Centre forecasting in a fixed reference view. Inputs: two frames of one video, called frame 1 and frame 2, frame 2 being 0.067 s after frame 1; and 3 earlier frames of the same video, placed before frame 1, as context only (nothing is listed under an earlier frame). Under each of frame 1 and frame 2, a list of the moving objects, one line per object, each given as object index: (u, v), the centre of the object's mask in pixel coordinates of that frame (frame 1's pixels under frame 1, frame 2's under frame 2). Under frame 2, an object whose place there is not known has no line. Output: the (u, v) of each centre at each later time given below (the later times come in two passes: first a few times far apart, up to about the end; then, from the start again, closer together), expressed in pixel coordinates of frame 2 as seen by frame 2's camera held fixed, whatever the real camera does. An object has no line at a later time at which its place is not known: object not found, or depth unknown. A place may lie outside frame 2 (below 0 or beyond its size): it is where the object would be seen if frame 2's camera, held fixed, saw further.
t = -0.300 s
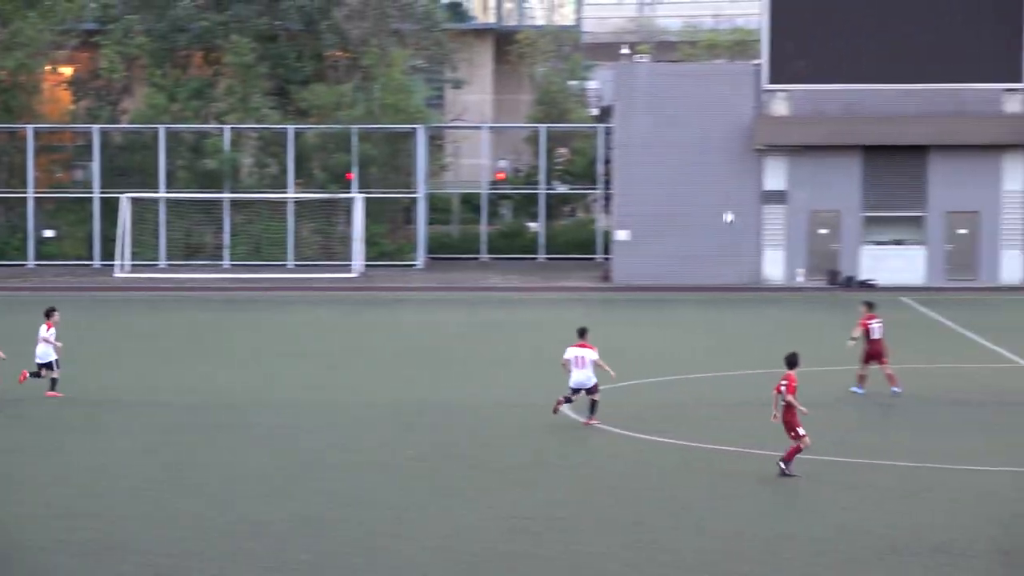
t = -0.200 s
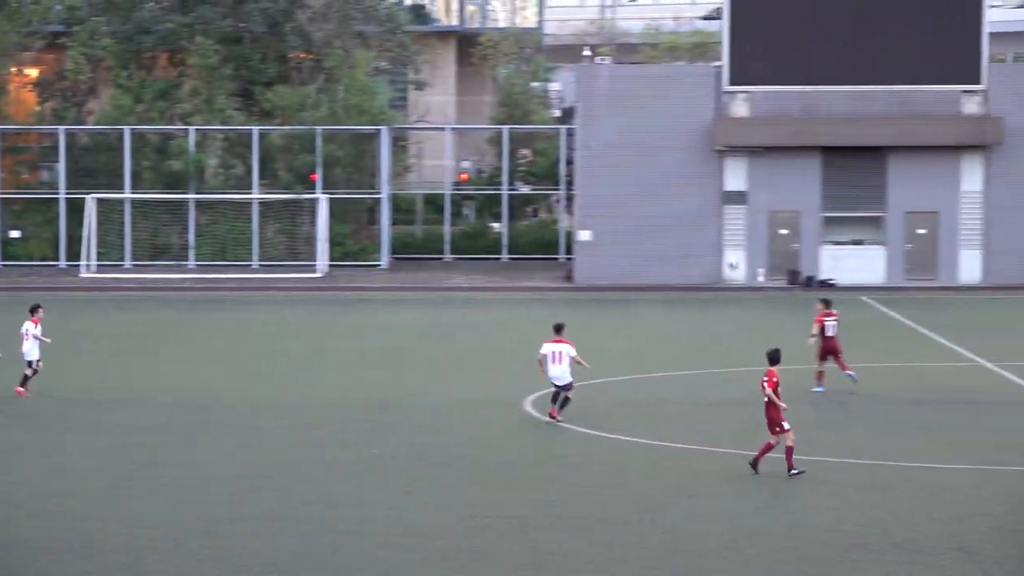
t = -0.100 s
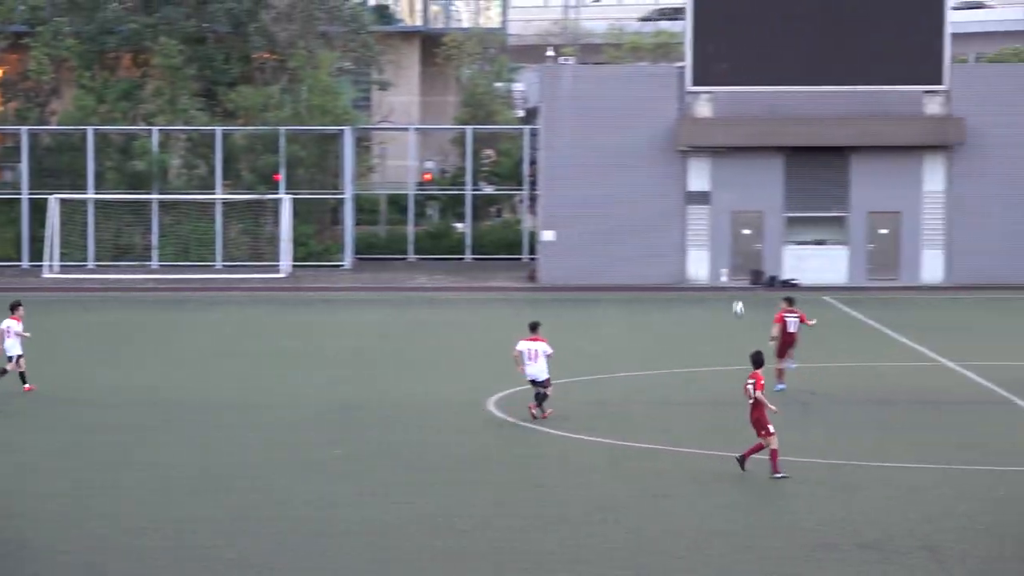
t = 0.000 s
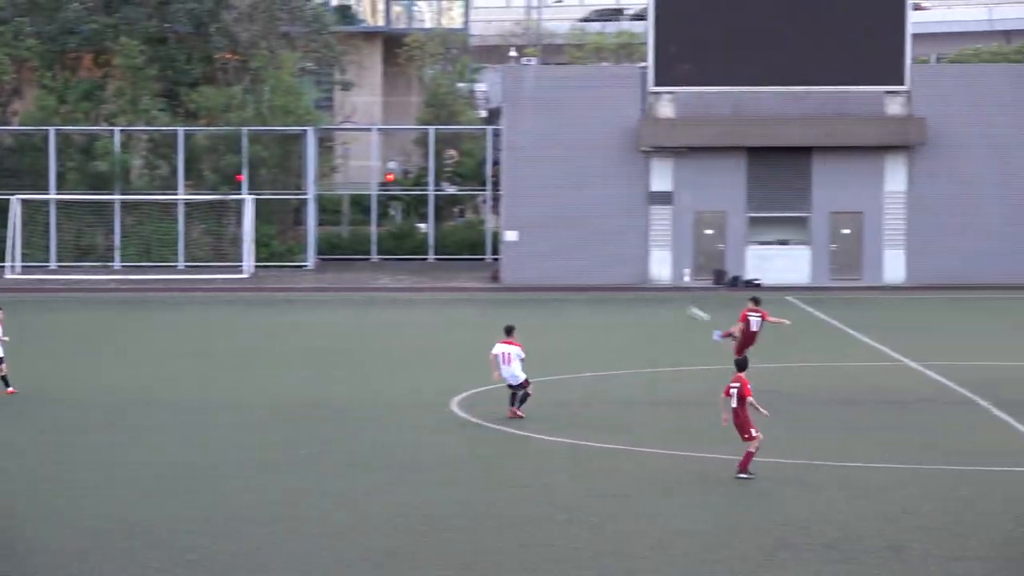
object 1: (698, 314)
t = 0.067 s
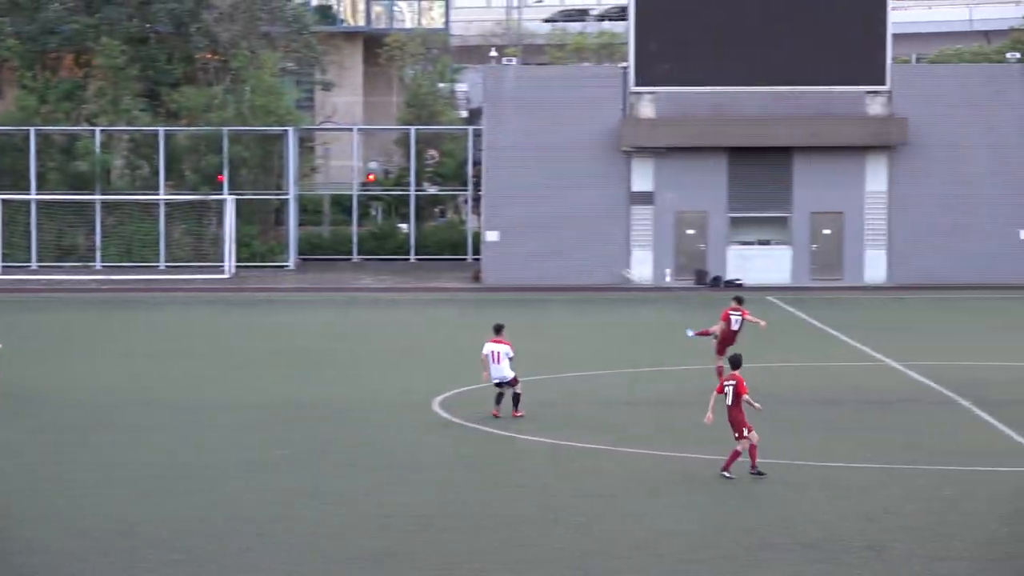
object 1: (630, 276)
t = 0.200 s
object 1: (535, 210)
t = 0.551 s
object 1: (285, 94)
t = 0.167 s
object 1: (560, 225)
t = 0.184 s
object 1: (548, 218)
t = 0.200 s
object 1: (535, 210)
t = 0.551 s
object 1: (285, 94)
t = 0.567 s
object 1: (273, 90)
